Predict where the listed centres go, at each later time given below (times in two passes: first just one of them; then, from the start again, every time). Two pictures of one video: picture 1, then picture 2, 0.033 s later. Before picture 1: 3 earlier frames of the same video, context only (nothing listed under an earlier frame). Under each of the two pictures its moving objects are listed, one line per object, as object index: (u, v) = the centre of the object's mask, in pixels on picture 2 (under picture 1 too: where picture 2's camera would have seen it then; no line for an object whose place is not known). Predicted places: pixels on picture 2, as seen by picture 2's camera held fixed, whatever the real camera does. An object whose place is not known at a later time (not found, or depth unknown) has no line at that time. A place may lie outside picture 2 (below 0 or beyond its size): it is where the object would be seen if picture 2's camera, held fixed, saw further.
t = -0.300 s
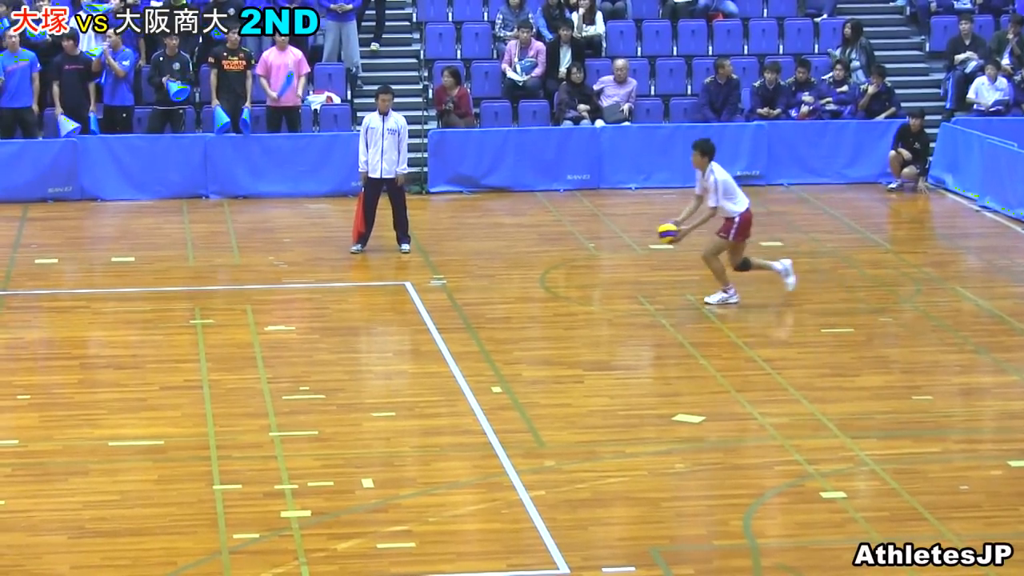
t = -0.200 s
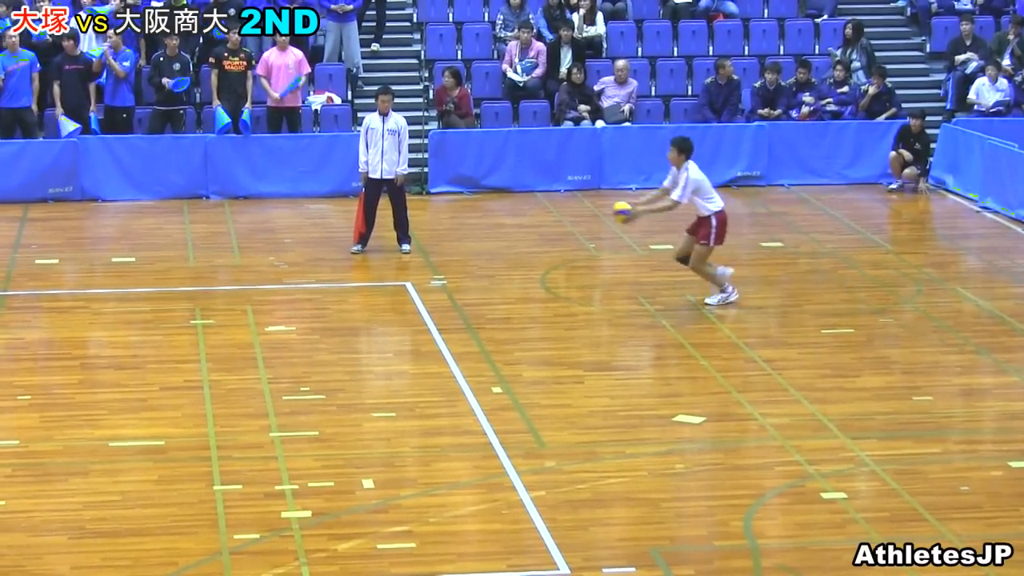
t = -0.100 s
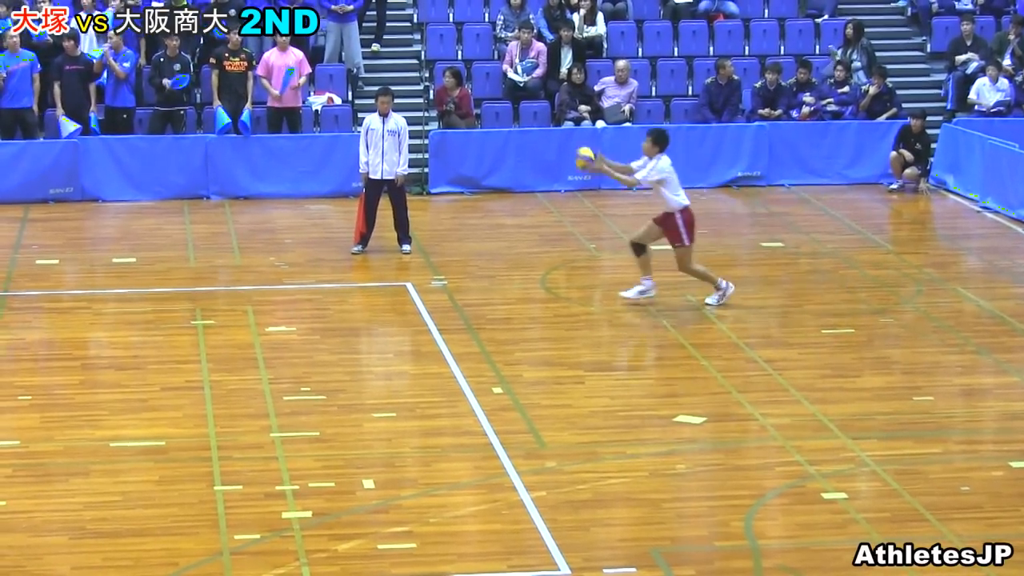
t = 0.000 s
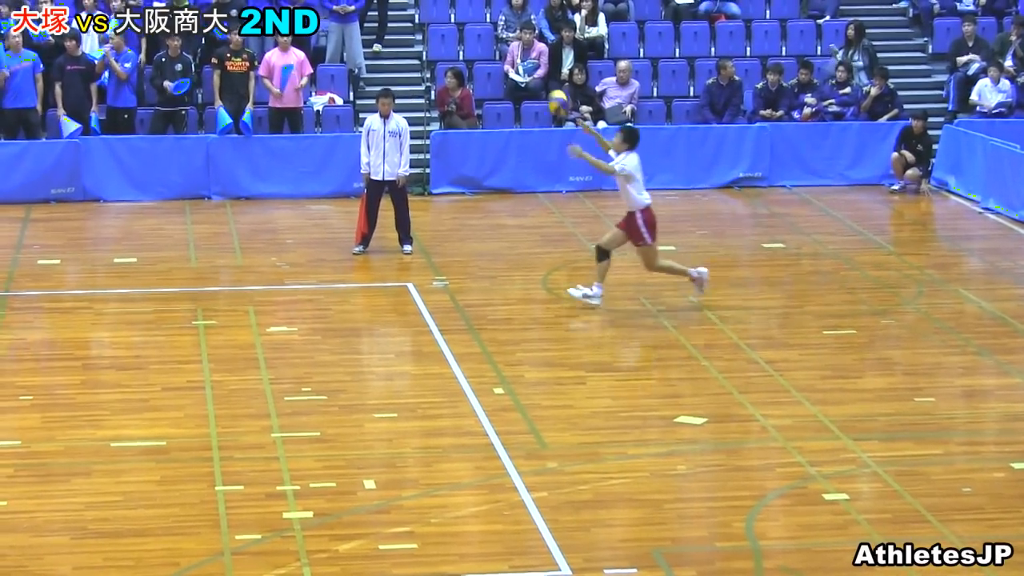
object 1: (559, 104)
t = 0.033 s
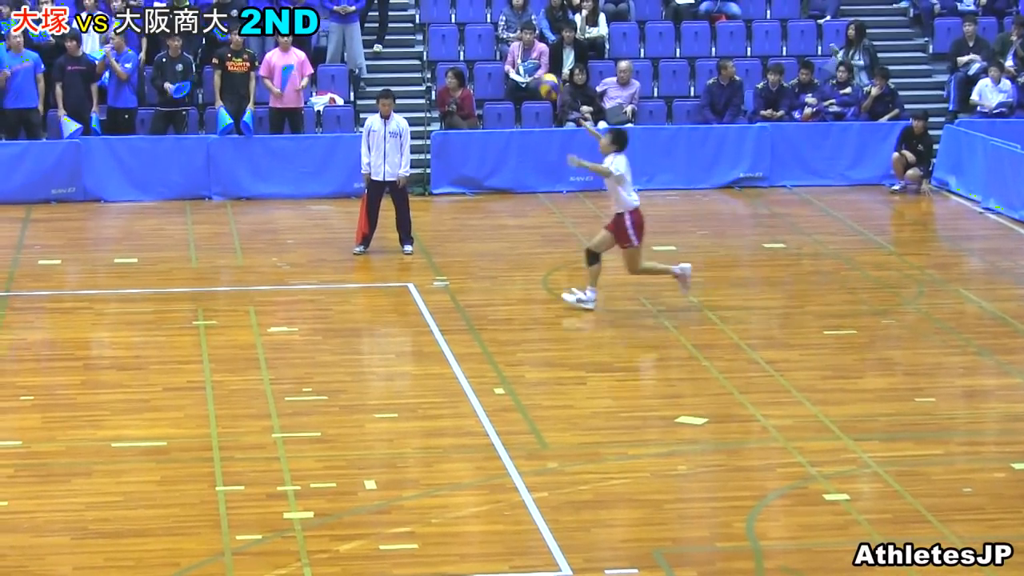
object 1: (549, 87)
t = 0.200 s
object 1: (500, 21)
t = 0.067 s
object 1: (540, 71)
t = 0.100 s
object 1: (530, 56)
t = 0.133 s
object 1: (520, 43)
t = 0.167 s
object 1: (509, 32)
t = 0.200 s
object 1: (500, 21)
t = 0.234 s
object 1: (490, 12)
